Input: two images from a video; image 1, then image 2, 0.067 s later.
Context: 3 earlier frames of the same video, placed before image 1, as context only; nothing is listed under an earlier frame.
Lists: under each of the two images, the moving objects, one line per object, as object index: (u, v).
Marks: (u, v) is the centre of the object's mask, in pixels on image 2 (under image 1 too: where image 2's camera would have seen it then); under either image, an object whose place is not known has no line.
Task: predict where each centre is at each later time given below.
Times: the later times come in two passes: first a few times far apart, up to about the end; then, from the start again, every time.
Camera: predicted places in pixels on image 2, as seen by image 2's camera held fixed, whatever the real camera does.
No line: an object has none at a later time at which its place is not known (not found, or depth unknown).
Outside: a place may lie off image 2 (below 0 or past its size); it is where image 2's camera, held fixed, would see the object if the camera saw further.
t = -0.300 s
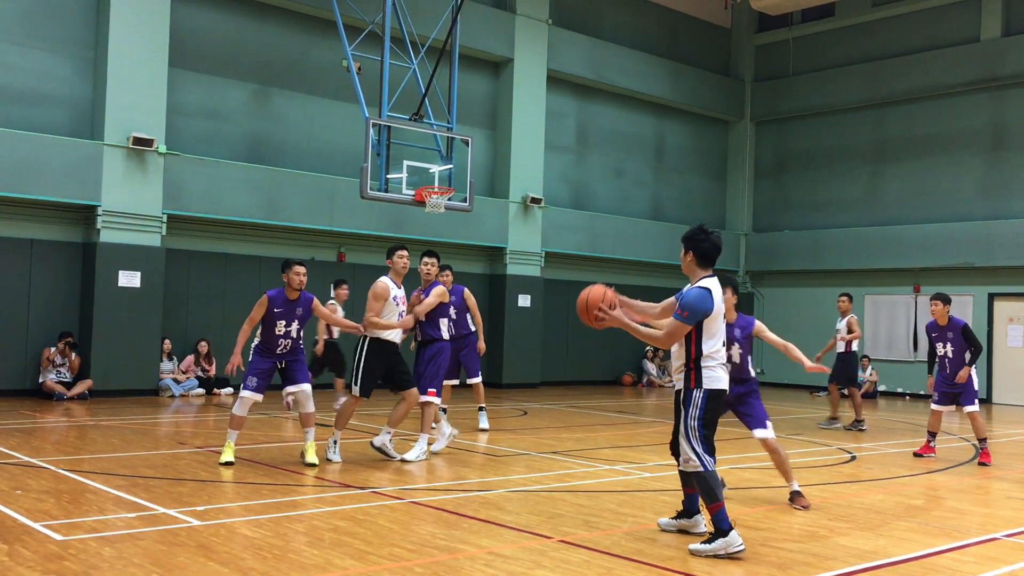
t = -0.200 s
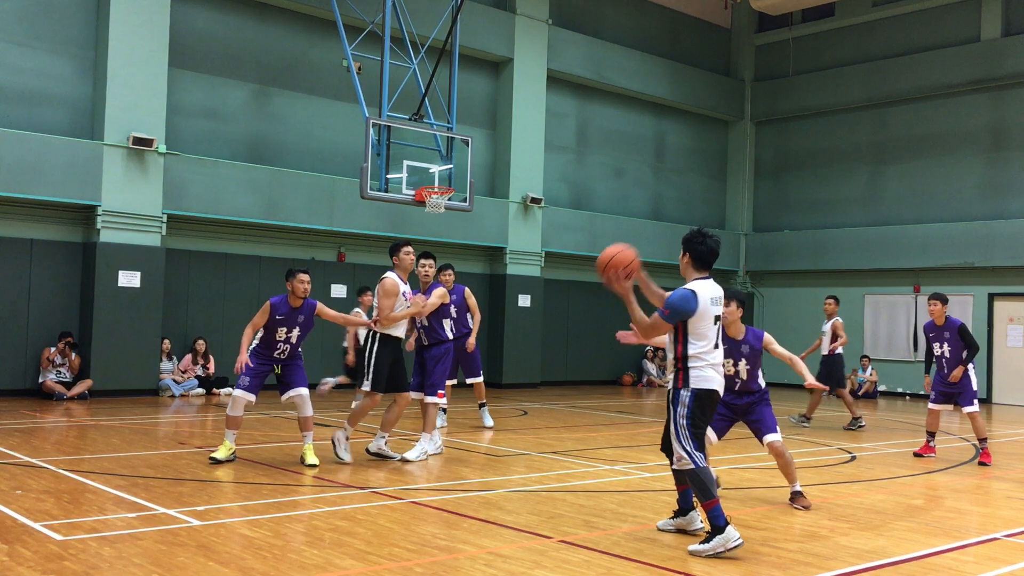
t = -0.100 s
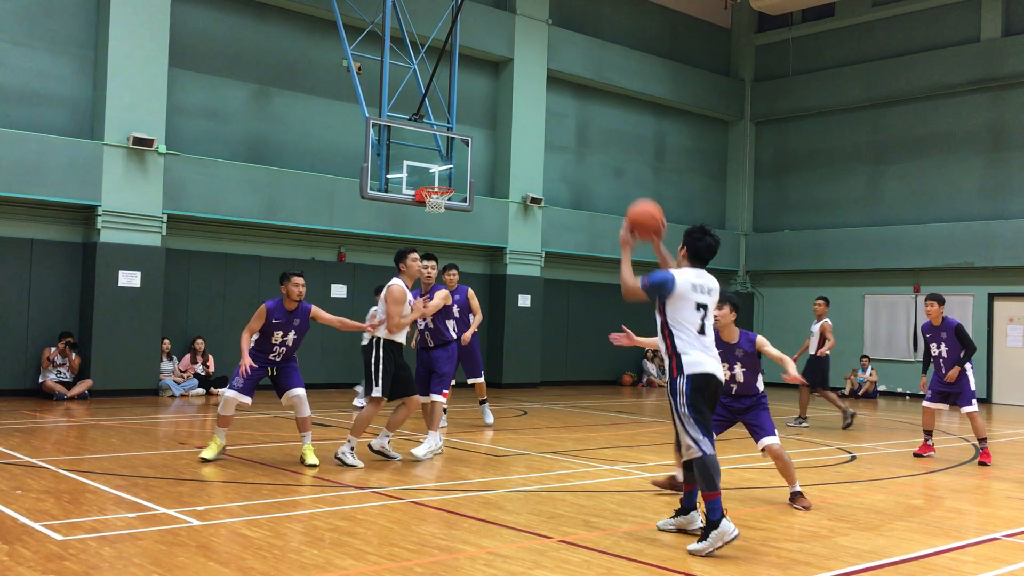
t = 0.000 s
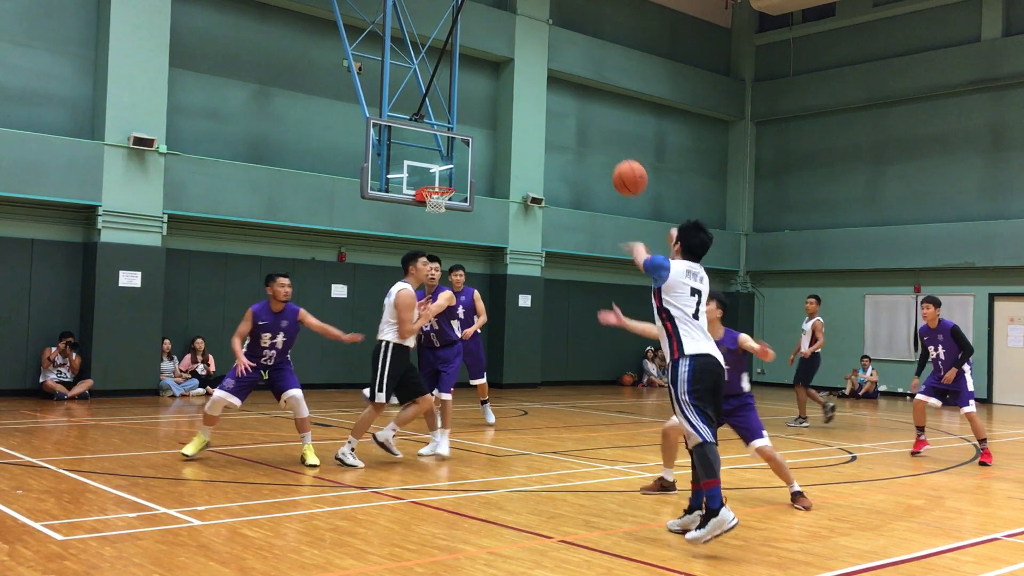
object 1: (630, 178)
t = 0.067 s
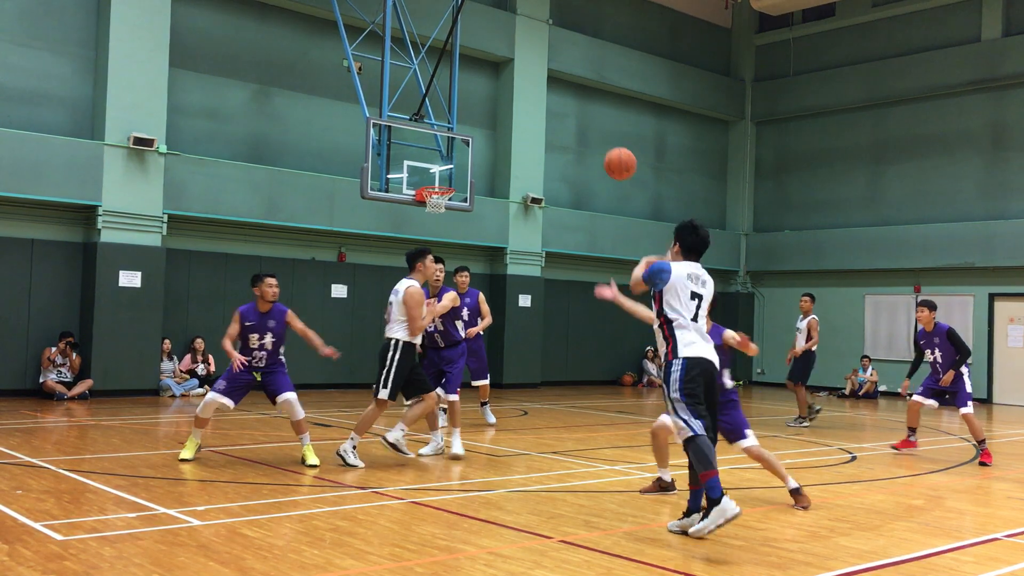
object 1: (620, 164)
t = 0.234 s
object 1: (603, 156)
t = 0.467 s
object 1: (587, 189)
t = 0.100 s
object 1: (616, 159)
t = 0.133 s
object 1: (612, 156)
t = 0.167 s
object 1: (609, 155)
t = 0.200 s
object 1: (605, 155)
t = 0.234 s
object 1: (603, 156)
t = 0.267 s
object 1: (600, 158)
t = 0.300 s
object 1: (597, 161)
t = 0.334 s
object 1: (595, 165)
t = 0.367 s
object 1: (593, 170)
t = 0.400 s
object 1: (591, 175)
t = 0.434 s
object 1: (589, 182)
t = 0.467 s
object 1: (587, 189)
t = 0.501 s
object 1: (585, 196)
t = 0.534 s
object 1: (583, 204)
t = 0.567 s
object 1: (582, 213)
